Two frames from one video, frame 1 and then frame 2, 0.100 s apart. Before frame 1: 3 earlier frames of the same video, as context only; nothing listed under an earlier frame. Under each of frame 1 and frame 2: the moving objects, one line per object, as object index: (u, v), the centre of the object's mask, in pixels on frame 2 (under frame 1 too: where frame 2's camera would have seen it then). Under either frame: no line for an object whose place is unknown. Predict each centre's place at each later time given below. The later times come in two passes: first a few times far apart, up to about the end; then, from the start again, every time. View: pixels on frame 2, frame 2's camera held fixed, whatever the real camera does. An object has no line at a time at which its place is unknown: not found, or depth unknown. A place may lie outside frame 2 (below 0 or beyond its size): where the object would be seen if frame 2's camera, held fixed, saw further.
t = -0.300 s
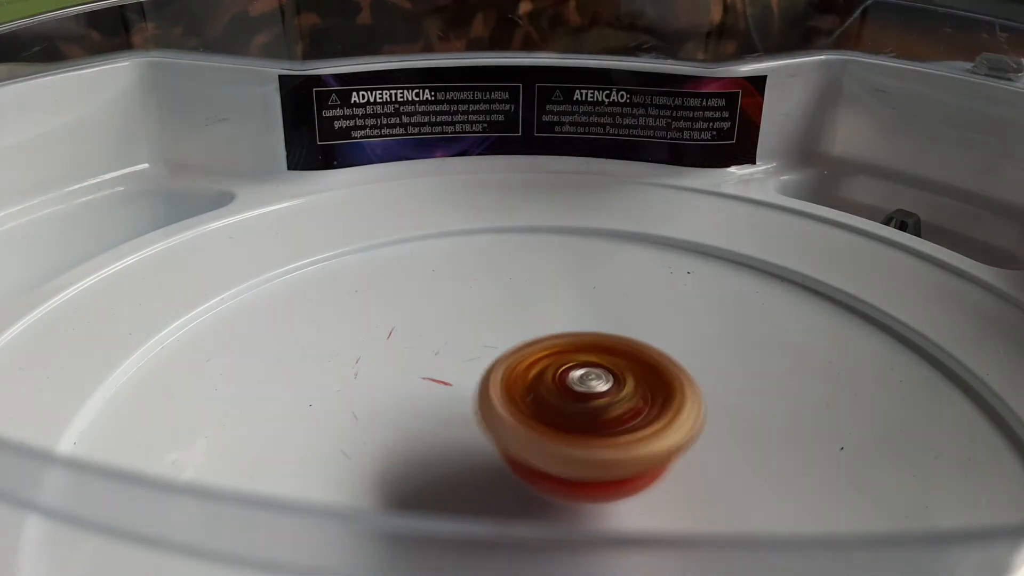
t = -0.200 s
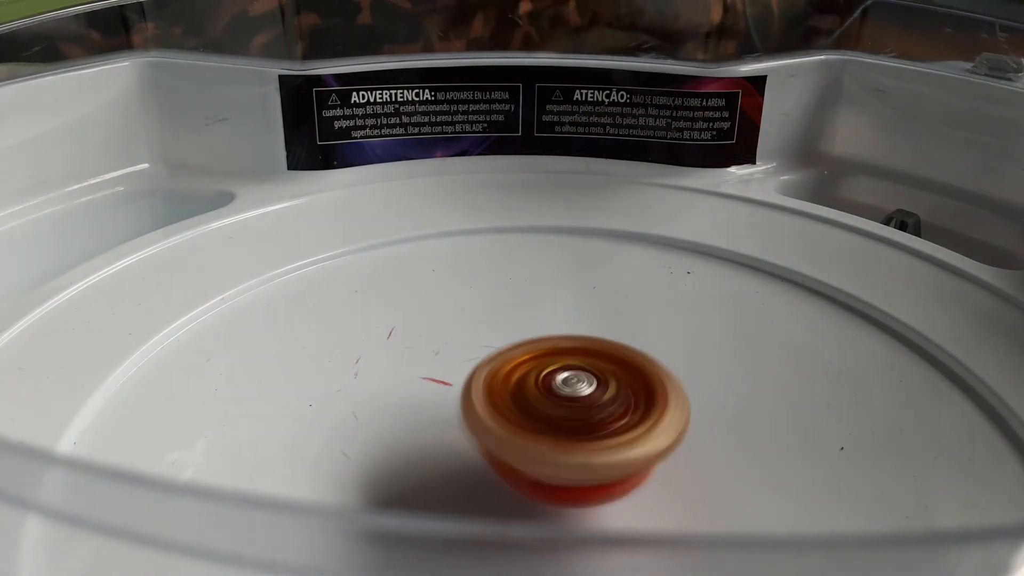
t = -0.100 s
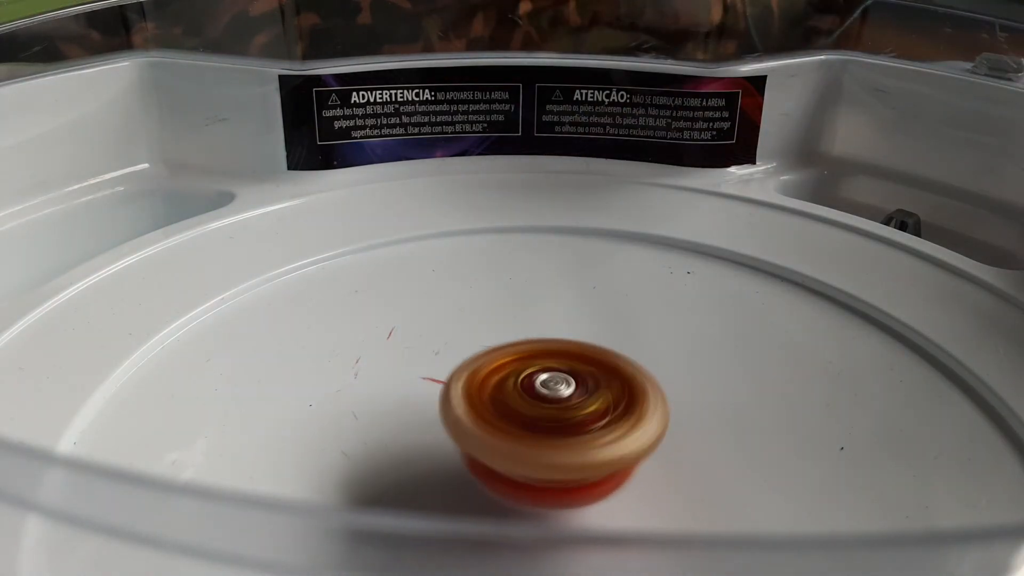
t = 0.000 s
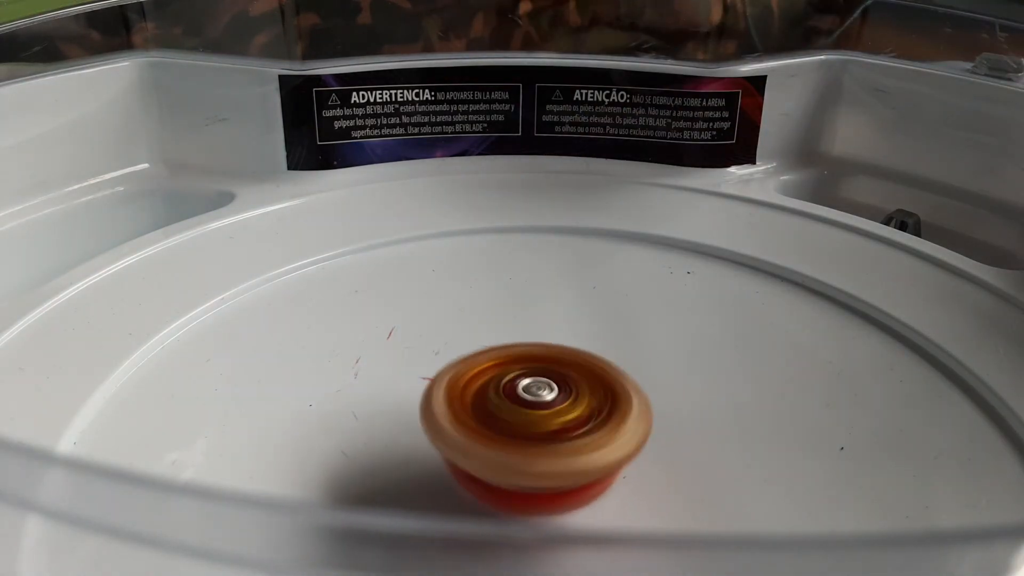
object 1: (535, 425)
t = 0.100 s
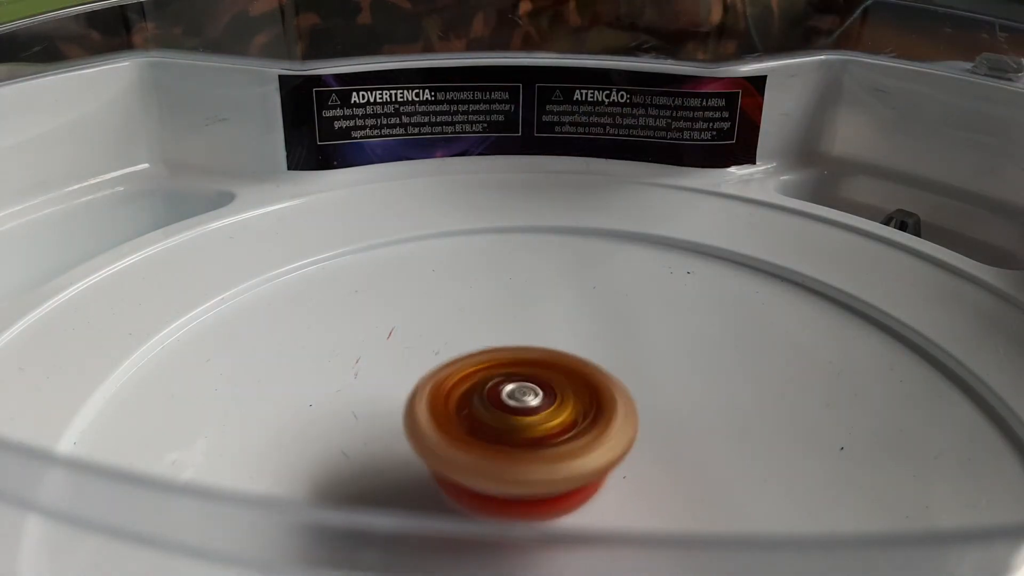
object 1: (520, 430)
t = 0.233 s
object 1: (513, 434)
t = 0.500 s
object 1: (527, 425)
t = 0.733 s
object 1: (547, 408)
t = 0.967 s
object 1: (564, 391)
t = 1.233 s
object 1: (560, 395)
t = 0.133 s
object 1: (518, 431)
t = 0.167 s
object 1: (515, 432)
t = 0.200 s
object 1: (512, 433)
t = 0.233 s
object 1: (513, 434)
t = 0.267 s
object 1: (511, 434)
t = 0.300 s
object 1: (513, 434)
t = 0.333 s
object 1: (515, 433)
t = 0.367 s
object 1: (515, 433)
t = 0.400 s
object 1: (519, 431)
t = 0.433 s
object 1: (521, 429)
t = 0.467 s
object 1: (524, 427)
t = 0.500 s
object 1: (527, 425)
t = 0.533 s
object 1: (528, 422)
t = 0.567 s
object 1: (532, 420)
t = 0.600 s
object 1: (534, 418)
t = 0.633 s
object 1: (538, 415)
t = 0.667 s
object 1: (542, 413)
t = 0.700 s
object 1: (543, 410)
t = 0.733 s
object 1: (547, 408)
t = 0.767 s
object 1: (548, 405)
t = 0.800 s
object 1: (552, 403)
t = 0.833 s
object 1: (555, 400)
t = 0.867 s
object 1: (557, 398)
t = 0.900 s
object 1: (561, 396)
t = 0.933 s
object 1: (562, 393)
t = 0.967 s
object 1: (564, 391)
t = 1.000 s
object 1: (564, 389)
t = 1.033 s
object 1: (563, 388)
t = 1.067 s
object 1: (563, 387)
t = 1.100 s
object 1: (560, 387)
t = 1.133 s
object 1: (561, 388)
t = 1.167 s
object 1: (559, 390)
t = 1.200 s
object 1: (560, 392)
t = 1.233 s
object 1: (560, 395)
